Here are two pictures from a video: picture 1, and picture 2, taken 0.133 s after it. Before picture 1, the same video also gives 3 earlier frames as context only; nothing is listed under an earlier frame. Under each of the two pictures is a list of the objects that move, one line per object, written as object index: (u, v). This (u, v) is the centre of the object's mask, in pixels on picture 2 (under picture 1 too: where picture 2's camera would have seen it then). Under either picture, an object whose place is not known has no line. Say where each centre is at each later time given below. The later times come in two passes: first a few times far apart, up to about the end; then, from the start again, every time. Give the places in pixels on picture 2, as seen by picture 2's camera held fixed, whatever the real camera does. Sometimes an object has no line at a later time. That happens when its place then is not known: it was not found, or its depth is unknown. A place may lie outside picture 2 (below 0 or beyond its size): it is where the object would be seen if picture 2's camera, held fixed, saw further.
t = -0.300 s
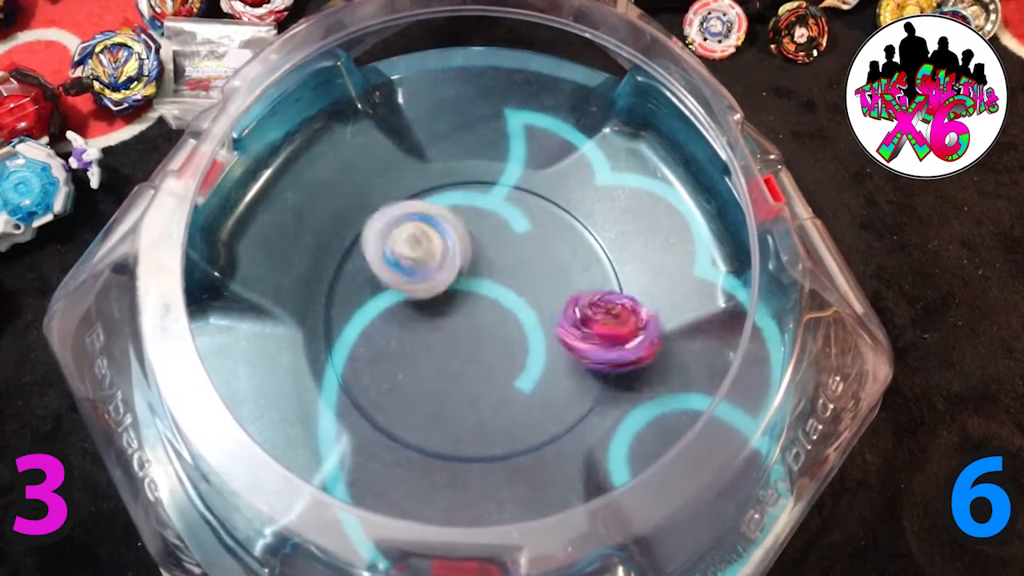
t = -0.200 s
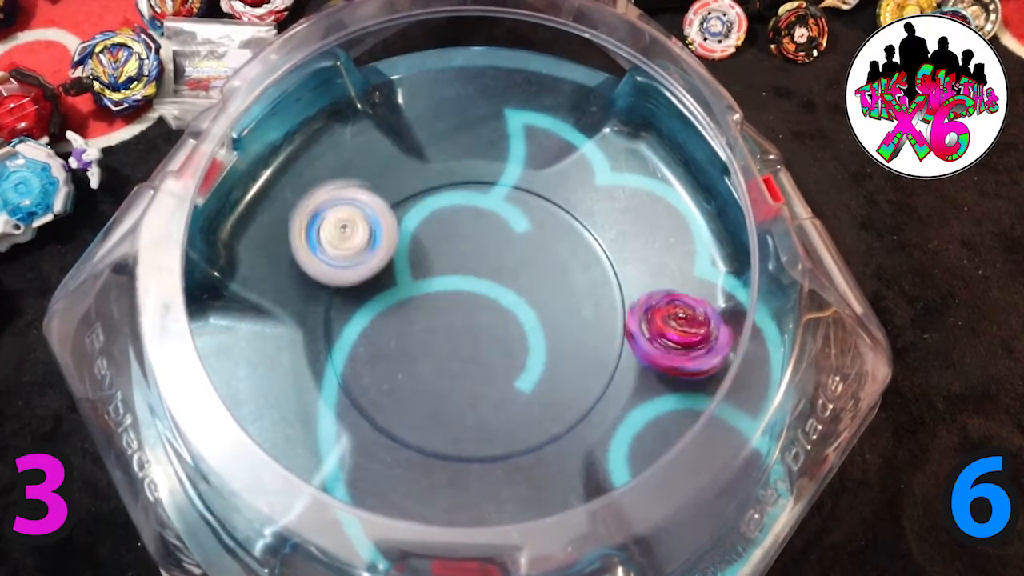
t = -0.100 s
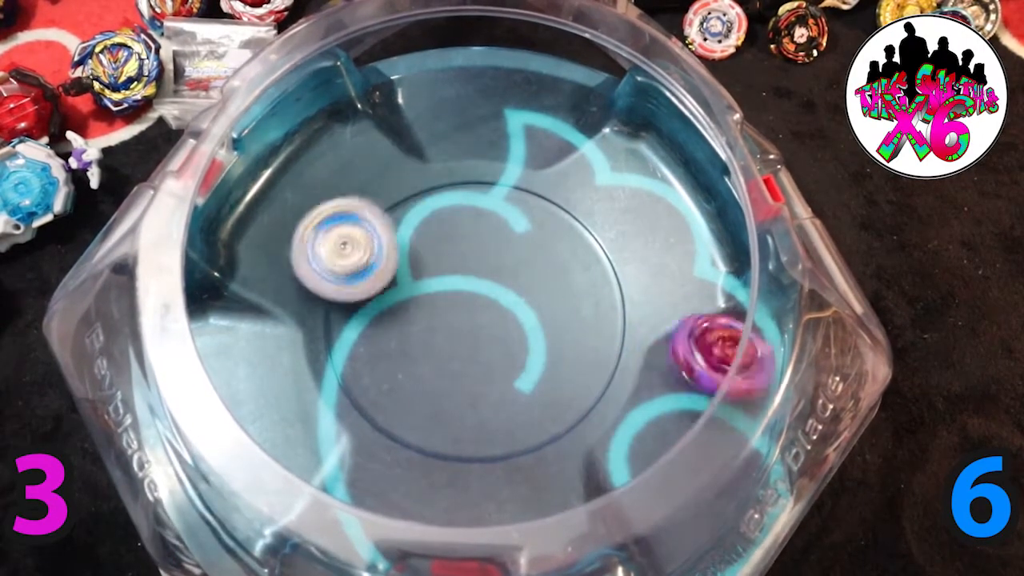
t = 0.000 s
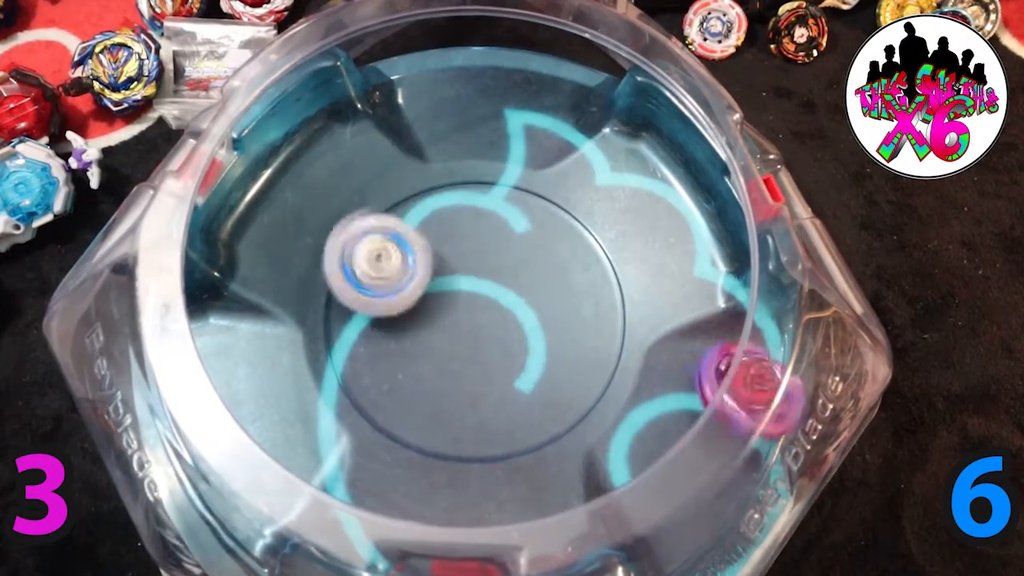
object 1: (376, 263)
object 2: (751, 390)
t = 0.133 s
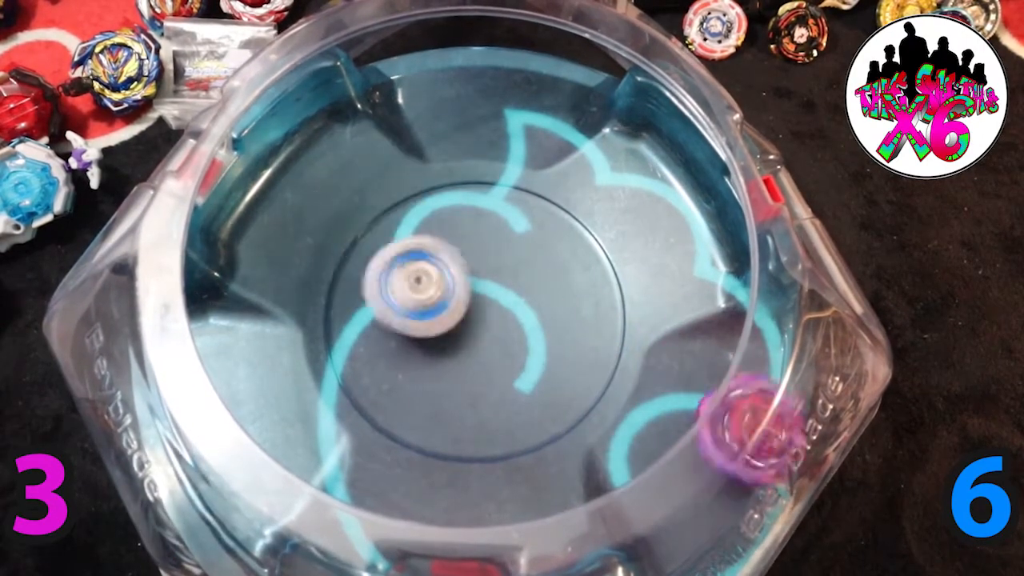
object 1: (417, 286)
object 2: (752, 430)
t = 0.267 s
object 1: (431, 326)
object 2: (723, 452)
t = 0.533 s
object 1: (424, 390)
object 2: (609, 419)
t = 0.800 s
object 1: (429, 363)
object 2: (460, 276)
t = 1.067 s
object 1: (482, 372)
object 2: (421, 198)
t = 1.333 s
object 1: (512, 368)
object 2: (444, 281)
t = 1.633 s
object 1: (508, 370)
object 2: (393, 335)
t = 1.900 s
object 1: (544, 287)
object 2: (362, 338)
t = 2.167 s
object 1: (580, 245)
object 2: (412, 326)
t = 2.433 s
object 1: (530, 256)
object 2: (494, 338)
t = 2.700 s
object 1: (451, 237)
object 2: (536, 361)
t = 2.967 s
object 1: (393, 250)
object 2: (501, 325)
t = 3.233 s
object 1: (376, 304)
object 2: (504, 278)
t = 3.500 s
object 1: (409, 358)
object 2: (503, 268)
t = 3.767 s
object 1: (478, 386)
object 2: (482, 289)
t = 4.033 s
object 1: (537, 363)
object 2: (445, 326)
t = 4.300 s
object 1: (559, 312)
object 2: (436, 343)
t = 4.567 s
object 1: (531, 262)
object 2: (441, 340)
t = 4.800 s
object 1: (476, 244)
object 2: (478, 337)
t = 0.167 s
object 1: (424, 297)
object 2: (747, 437)
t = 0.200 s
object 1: (427, 307)
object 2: (740, 442)
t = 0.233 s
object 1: (429, 317)
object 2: (731, 447)
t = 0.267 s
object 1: (431, 326)
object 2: (723, 452)
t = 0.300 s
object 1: (433, 337)
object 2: (711, 454)
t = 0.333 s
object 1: (436, 344)
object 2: (698, 455)
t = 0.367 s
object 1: (437, 355)
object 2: (685, 455)
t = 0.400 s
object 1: (435, 364)
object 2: (672, 451)
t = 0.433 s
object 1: (432, 373)
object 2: (655, 445)
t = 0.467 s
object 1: (429, 380)
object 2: (639, 439)
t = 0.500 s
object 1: (427, 385)
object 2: (623, 428)
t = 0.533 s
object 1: (424, 390)
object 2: (609, 419)
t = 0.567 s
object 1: (420, 395)
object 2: (592, 407)
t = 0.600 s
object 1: (414, 396)
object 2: (573, 396)
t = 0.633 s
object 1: (410, 393)
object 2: (551, 383)
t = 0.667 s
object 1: (411, 387)
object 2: (530, 365)
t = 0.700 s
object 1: (415, 382)
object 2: (511, 345)
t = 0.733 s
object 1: (418, 377)
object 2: (494, 321)
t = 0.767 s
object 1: (423, 369)
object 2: (475, 297)
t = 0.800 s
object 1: (429, 363)
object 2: (460, 276)
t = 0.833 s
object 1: (438, 361)
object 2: (442, 257)
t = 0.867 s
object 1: (447, 363)
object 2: (426, 235)
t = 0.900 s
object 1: (451, 365)
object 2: (414, 219)
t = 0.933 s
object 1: (459, 366)
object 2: (410, 205)
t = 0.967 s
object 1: (467, 368)
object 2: (410, 192)
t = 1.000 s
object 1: (473, 371)
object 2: (411, 188)
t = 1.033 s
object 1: (477, 373)
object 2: (416, 191)
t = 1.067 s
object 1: (482, 372)
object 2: (421, 198)
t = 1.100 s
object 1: (487, 374)
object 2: (426, 208)
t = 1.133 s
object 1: (487, 375)
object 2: (432, 219)
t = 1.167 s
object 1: (488, 372)
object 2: (438, 231)
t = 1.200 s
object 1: (491, 369)
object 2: (444, 243)
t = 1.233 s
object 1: (493, 369)
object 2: (447, 253)
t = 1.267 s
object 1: (494, 365)
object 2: (448, 267)
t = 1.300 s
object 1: (500, 362)
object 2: (449, 278)
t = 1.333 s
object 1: (512, 368)
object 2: (444, 281)
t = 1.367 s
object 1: (523, 377)
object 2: (426, 299)
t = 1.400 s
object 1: (527, 384)
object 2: (420, 309)
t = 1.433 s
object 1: (527, 389)
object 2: (415, 316)
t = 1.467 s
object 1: (529, 390)
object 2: (408, 320)
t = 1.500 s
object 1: (526, 392)
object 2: (399, 325)
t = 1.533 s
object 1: (521, 388)
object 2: (394, 331)
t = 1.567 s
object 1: (518, 386)
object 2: (393, 335)
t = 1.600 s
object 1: (510, 379)
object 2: (393, 336)
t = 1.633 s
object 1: (508, 370)
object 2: (393, 335)
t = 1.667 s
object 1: (505, 363)
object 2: (391, 334)
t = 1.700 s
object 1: (502, 352)
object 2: (390, 332)
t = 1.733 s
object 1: (503, 343)
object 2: (391, 330)
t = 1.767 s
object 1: (501, 333)
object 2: (392, 330)
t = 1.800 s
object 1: (521, 318)
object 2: (373, 336)
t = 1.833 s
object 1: (530, 305)
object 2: (364, 338)
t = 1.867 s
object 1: (542, 295)
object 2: (362, 339)
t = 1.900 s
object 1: (544, 287)
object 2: (362, 338)
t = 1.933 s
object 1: (554, 281)
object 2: (364, 336)
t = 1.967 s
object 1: (555, 275)
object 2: (364, 336)
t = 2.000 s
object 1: (562, 270)
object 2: (365, 337)
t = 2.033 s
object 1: (565, 264)
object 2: (369, 336)
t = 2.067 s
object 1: (571, 260)
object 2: (377, 335)
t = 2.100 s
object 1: (574, 253)
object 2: (388, 332)
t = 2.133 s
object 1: (578, 250)
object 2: (401, 330)
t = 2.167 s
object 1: (580, 245)
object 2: (412, 326)
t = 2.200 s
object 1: (580, 244)
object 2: (423, 324)
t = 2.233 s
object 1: (576, 242)
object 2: (434, 326)
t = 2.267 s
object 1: (573, 245)
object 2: (444, 329)
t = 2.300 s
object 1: (568, 246)
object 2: (455, 332)
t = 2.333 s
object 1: (557, 252)
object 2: (467, 333)
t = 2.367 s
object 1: (549, 253)
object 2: (477, 335)
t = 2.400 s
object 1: (539, 255)
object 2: (486, 337)
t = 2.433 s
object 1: (530, 256)
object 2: (494, 338)
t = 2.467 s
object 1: (517, 260)
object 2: (502, 341)
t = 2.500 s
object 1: (507, 256)
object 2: (510, 345)
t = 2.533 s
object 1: (494, 250)
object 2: (516, 352)
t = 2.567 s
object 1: (483, 246)
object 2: (523, 356)
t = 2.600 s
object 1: (476, 243)
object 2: (529, 360)
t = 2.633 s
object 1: (468, 241)
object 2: (534, 363)
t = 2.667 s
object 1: (460, 239)
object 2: (537, 363)
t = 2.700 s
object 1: (451, 237)
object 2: (536, 361)
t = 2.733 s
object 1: (442, 236)
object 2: (531, 358)
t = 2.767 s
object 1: (435, 236)
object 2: (524, 356)
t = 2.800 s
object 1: (426, 236)
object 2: (517, 354)
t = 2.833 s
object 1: (418, 238)
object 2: (511, 351)
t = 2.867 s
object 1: (412, 240)
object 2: (507, 347)
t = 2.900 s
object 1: (403, 241)
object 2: (505, 341)
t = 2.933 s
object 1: (397, 246)
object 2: (503, 334)
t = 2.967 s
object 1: (393, 250)
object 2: (501, 325)
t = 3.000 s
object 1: (386, 253)
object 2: (499, 316)
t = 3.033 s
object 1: (383, 261)
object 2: (499, 307)
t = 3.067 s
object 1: (381, 267)
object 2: (499, 299)
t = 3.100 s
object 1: (376, 273)
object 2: (498, 292)
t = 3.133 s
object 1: (376, 281)
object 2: (499, 287)
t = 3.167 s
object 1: (376, 288)
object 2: (502, 282)
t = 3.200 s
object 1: (373, 295)
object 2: (504, 280)
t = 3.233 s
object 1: (376, 304)
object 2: (504, 278)
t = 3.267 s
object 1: (378, 311)
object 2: (505, 276)
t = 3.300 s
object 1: (378, 318)
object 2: (505, 275)
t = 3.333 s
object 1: (384, 327)
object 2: (505, 275)
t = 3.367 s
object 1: (390, 333)
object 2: (506, 274)
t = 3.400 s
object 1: (391, 340)
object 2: (507, 273)
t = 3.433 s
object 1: (399, 349)
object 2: (506, 270)
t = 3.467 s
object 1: (407, 353)
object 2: (505, 268)
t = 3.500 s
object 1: (409, 358)
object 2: (503, 268)
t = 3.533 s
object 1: (418, 366)
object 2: (501, 271)
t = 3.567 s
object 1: (428, 369)
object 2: (499, 274)
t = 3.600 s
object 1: (432, 372)
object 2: (497, 275)
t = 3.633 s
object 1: (441, 379)
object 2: (494, 277)
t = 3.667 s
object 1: (453, 381)
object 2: (492, 279)
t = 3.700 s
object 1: (458, 382)
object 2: (489, 281)
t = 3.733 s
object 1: (466, 385)
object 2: (485, 285)
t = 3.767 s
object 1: (478, 386)
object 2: (482, 289)
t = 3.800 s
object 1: (485, 384)
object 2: (476, 291)
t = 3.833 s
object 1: (492, 386)
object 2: (471, 294)
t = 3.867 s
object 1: (502, 385)
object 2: (466, 299)
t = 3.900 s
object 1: (511, 380)
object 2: (460, 303)
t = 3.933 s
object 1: (516, 377)
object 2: (455, 308)
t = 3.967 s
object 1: (524, 376)
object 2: (451, 314)
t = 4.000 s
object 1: (533, 368)
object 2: (448, 321)
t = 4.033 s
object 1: (537, 363)
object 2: (445, 326)
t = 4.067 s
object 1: (541, 360)
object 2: (442, 332)
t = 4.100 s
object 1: (549, 353)
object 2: (439, 336)
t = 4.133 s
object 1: (553, 345)
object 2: (437, 339)
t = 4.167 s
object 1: (553, 340)
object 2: (436, 341)
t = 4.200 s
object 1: (558, 334)
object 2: (435, 343)
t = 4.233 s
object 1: (561, 325)
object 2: (436, 344)
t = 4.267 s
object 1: (559, 317)
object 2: (436, 344)
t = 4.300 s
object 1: (559, 312)
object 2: (436, 343)
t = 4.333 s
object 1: (560, 305)
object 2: (436, 343)
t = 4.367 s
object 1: (558, 295)
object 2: (435, 341)
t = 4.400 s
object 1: (553, 290)
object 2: (435, 341)
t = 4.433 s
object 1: (550, 285)
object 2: (435, 341)
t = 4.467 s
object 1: (547, 277)
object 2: (435, 341)
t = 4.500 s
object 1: (542, 270)
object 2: (436, 341)
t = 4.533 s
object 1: (535, 266)
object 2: (438, 341)
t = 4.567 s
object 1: (531, 262)
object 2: (441, 340)
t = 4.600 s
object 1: (525, 257)
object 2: (444, 339)
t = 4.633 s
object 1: (516, 253)
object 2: (449, 337)
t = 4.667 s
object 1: (509, 250)
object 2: (454, 336)
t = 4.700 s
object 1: (501, 248)
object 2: (461, 335)
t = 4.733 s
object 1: (493, 245)
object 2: (467, 335)
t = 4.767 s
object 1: (485, 244)
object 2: (473, 335)
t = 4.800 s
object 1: (476, 244)
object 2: (478, 337)
